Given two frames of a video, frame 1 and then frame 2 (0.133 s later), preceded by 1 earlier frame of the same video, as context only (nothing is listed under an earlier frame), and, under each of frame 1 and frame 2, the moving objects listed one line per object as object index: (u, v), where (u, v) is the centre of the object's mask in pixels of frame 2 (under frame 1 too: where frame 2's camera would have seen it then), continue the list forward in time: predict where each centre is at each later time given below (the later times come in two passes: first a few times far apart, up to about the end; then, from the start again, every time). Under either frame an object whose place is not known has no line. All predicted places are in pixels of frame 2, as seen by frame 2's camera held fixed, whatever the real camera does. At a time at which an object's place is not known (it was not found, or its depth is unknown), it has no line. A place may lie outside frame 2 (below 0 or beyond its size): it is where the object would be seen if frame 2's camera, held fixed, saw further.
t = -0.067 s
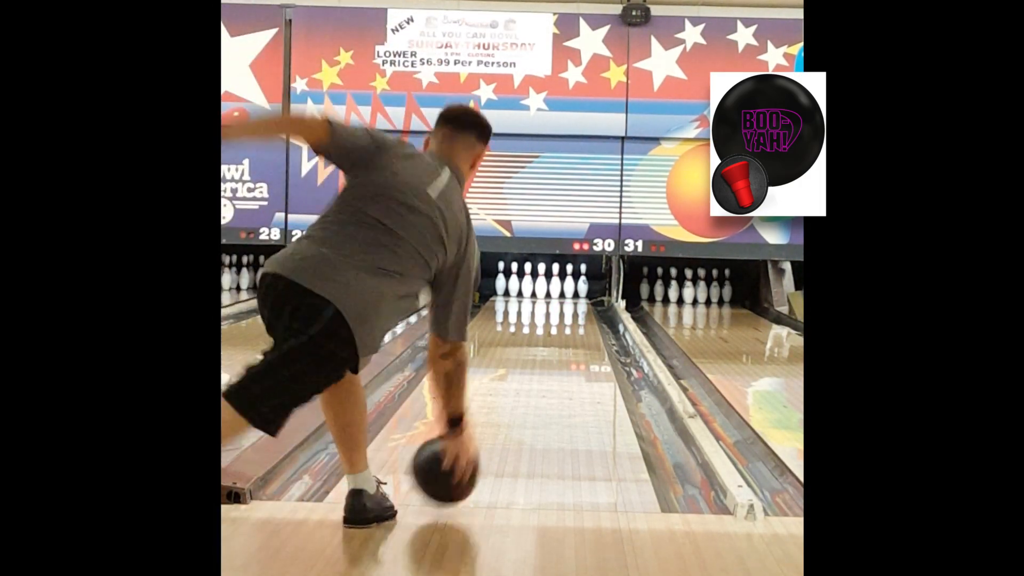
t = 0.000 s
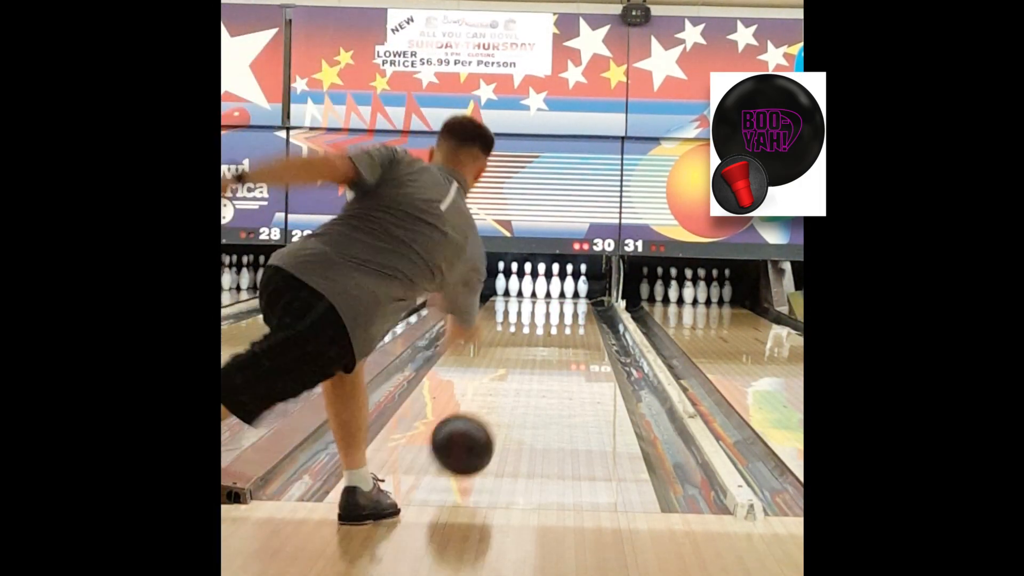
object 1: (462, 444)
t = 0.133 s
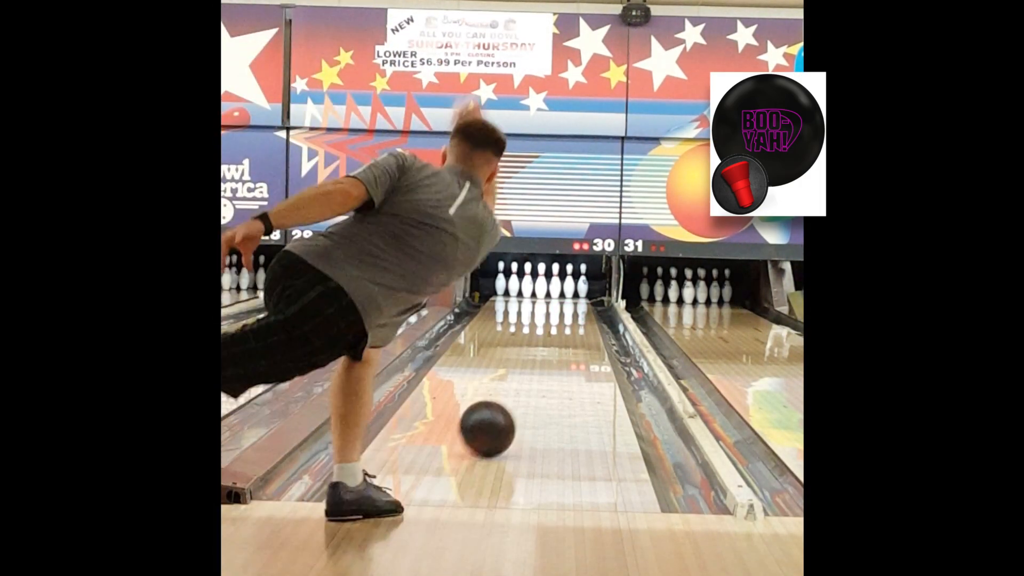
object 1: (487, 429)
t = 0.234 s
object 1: (502, 410)
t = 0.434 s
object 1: (524, 382)
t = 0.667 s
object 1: (542, 358)
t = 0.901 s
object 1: (554, 341)
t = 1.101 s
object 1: (561, 329)
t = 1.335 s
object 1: (565, 318)
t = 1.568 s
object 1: (566, 310)
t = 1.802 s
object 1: (563, 302)
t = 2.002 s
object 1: (558, 296)
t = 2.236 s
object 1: (550, 290)
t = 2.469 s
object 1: (557, 287)
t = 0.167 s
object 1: (493, 422)
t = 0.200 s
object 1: (498, 416)
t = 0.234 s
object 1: (502, 410)
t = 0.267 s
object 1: (507, 405)
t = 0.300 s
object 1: (511, 400)
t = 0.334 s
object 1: (514, 395)
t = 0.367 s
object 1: (518, 390)
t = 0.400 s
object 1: (521, 386)
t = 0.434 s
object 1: (524, 382)
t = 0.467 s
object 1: (527, 378)
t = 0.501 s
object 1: (530, 374)
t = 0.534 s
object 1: (533, 371)
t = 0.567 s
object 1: (535, 367)
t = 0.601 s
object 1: (537, 364)
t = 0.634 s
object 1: (540, 361)
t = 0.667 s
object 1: (542, 358)
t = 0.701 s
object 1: (544, 355)
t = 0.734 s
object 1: (546, 352)
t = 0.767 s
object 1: (547, 350)
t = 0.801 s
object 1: (549, 348)
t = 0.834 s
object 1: (551, 345)
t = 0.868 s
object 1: (552, 343)
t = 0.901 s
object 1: (554, 341)
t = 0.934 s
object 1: (555, 339)
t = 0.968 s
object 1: (556, 337)
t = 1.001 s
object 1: (558, 335)
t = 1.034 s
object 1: (559, 333)
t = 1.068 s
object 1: (560, 331)
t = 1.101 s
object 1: (561, 329)
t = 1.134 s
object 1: (561, 328)
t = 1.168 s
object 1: (562, 326)
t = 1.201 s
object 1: (563, 324)
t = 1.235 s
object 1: (564, 322)
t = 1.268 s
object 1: (564, 321)
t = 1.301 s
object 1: (565, 319)
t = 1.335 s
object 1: (565, 318)
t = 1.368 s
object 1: (565, 316)
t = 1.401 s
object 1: (566, 315)
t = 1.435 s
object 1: (566, 314)
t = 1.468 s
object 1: (566, 313)
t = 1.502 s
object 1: (566, 311)
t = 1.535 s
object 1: (566, 311)
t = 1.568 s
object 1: (566, 310)
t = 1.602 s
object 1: (565, 308)
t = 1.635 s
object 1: (565, 307)
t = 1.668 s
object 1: (565, 306)
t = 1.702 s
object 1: (565, 305)
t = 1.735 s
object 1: (564, 304)
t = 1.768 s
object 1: (564, 303)
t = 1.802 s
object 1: (563, 302)
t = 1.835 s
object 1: (562, 301)
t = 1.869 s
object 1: (561, 300)
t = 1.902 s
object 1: (561, 299)
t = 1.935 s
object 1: (560, 298)
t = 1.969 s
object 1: (559, 297)
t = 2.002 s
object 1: (558, 296)
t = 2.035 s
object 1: (557, 295)
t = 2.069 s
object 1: (556, 294)
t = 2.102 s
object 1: (555, 293)
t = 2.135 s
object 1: (554, 292)
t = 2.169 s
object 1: (552, 292)
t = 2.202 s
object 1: (552, 291)
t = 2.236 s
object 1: (550, 290)
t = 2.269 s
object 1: (550, 290)
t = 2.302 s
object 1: (551, 289)
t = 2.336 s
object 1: (551, 289)
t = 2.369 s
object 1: (551, 289)
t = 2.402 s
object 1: (552, 289)
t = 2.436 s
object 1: (555, 288)
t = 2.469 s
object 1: (557, 287)
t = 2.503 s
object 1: (557, 286)
